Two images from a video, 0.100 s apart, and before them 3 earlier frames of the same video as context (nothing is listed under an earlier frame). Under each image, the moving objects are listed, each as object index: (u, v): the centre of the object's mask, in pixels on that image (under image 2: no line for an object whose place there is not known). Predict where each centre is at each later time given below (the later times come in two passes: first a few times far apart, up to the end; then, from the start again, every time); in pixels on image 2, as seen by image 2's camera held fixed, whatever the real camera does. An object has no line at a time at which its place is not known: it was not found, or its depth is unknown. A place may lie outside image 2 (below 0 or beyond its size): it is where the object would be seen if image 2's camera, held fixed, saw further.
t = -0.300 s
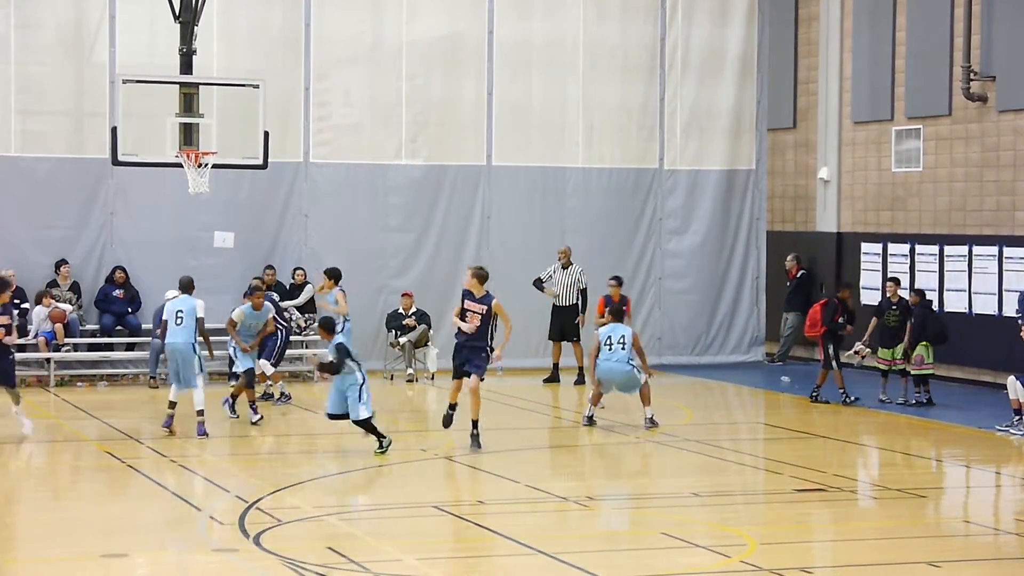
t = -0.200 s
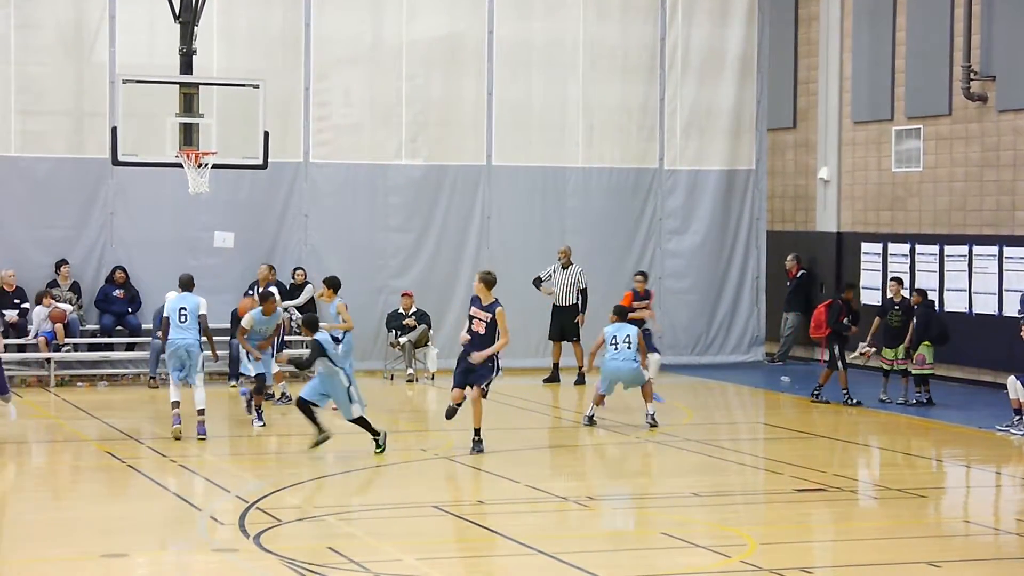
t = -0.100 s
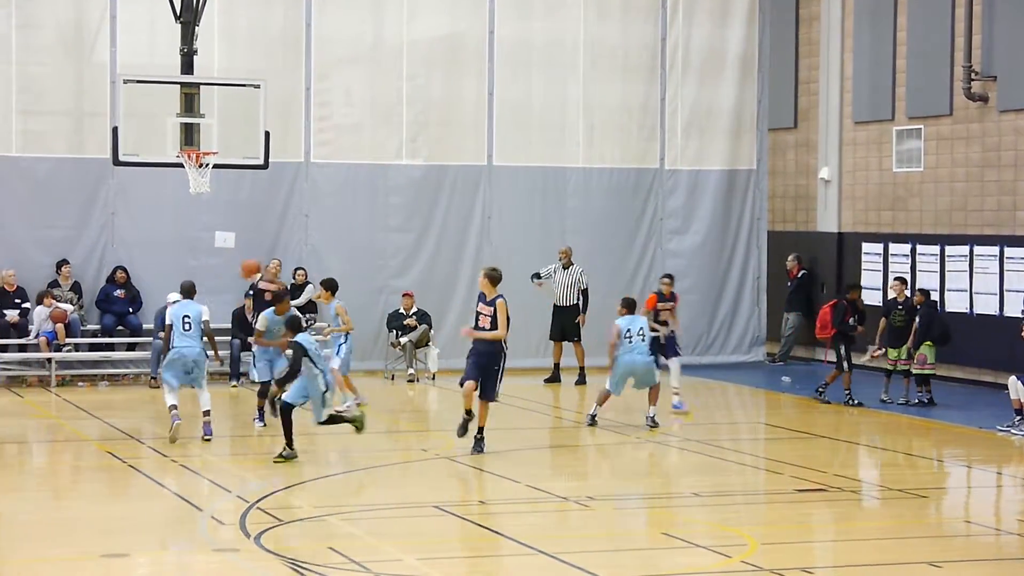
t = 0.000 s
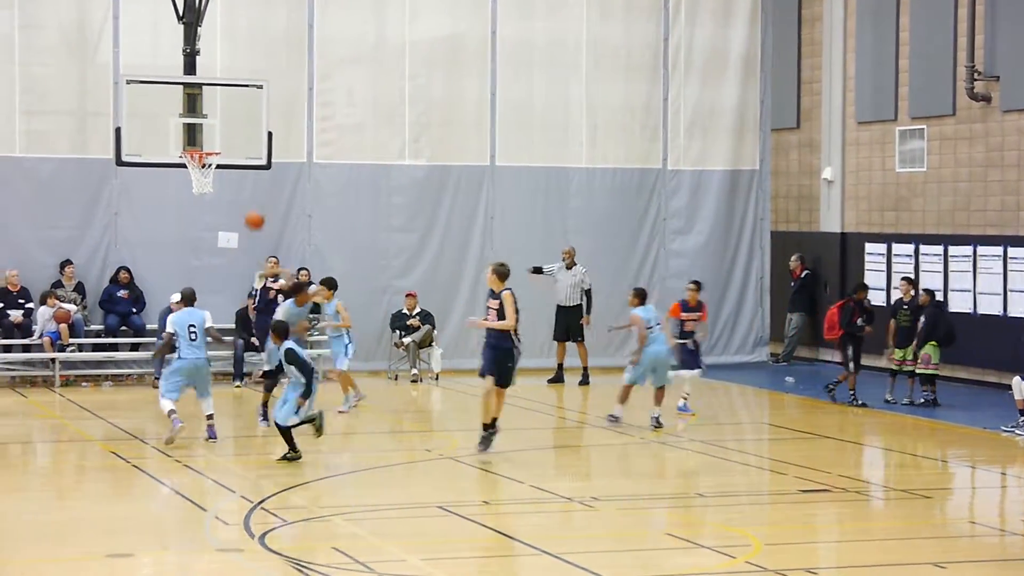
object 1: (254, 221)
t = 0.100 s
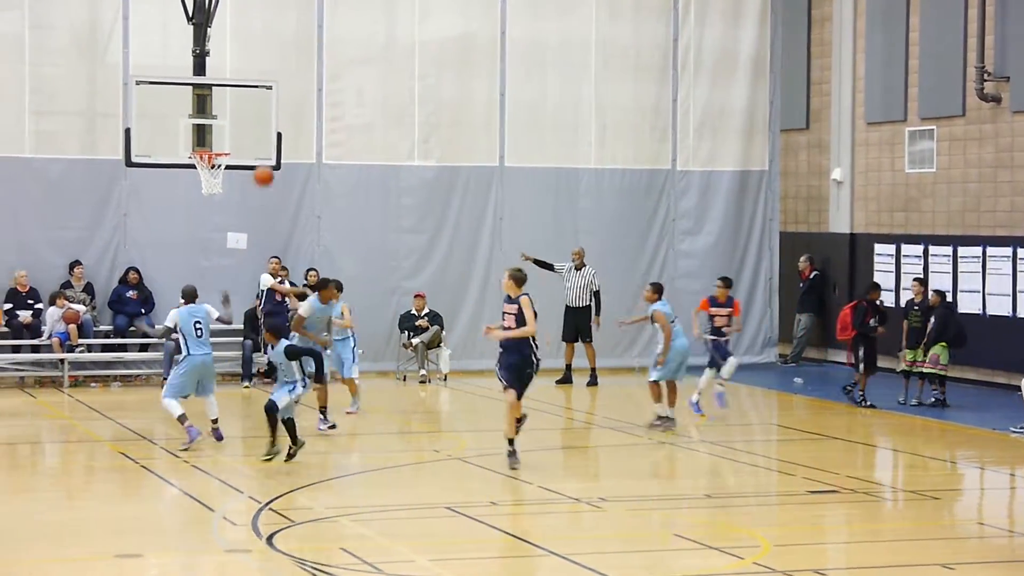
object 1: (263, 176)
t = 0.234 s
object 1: (264, 123)
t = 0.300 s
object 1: (265, 100)
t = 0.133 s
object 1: (264, 162)
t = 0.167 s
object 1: (263, 149)
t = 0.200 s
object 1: (263, 136)
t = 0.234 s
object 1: (264, 123)
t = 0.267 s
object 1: (264, 111)
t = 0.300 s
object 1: (265, 100)
